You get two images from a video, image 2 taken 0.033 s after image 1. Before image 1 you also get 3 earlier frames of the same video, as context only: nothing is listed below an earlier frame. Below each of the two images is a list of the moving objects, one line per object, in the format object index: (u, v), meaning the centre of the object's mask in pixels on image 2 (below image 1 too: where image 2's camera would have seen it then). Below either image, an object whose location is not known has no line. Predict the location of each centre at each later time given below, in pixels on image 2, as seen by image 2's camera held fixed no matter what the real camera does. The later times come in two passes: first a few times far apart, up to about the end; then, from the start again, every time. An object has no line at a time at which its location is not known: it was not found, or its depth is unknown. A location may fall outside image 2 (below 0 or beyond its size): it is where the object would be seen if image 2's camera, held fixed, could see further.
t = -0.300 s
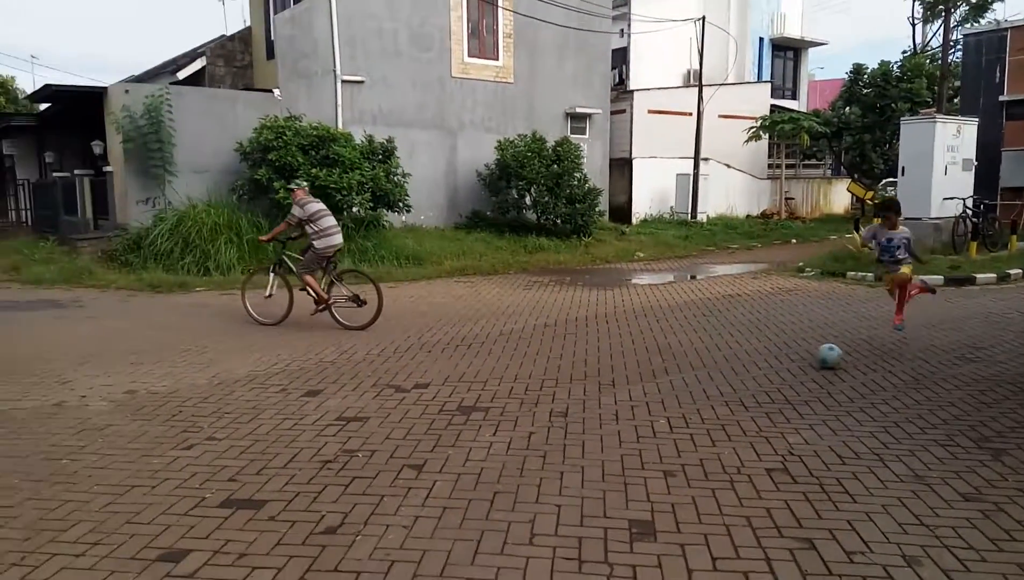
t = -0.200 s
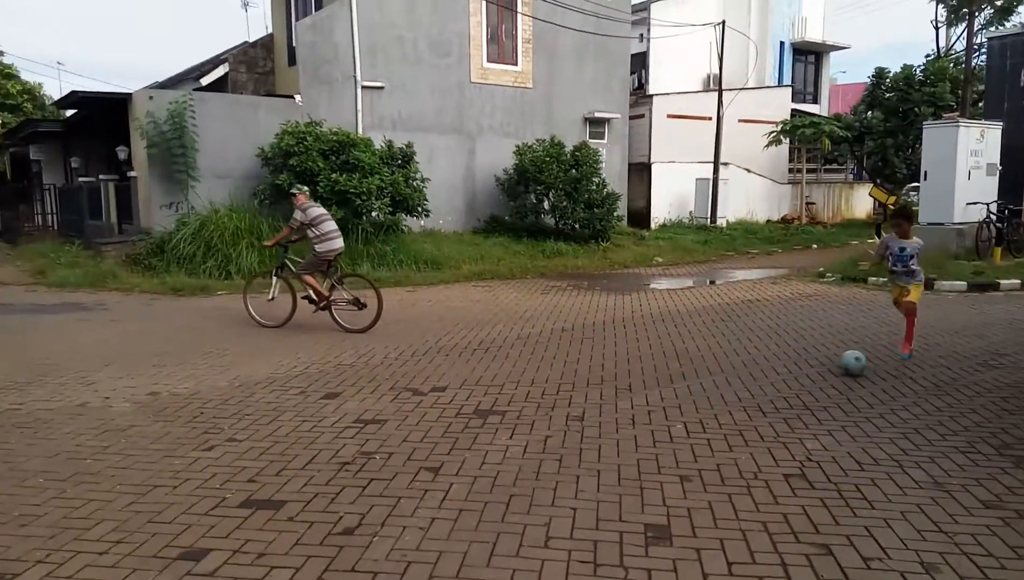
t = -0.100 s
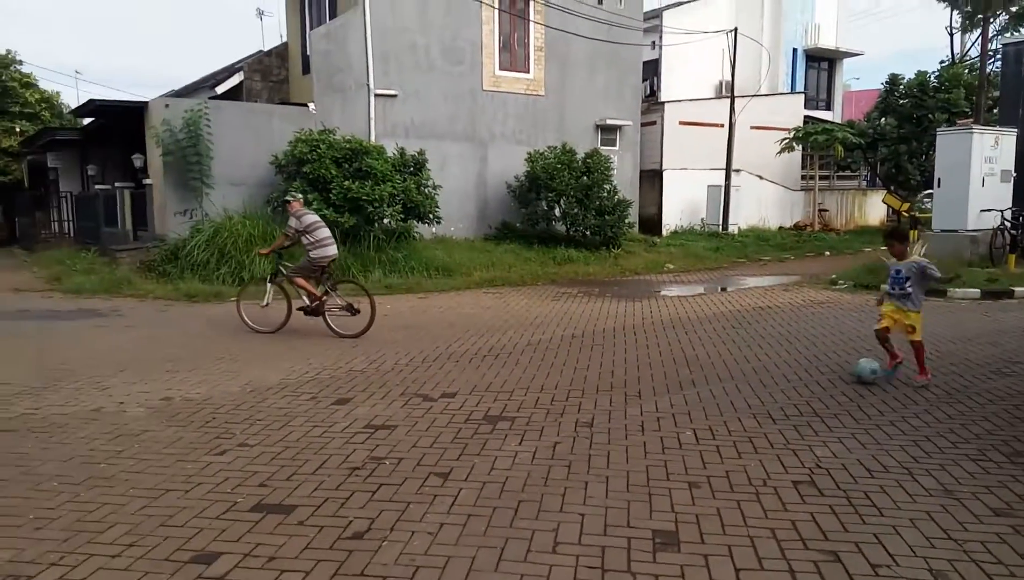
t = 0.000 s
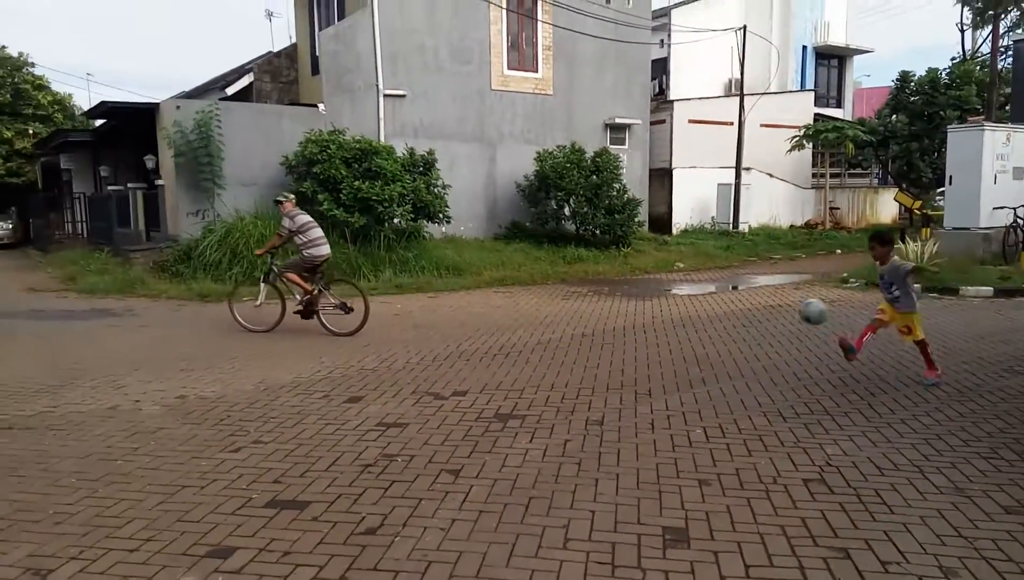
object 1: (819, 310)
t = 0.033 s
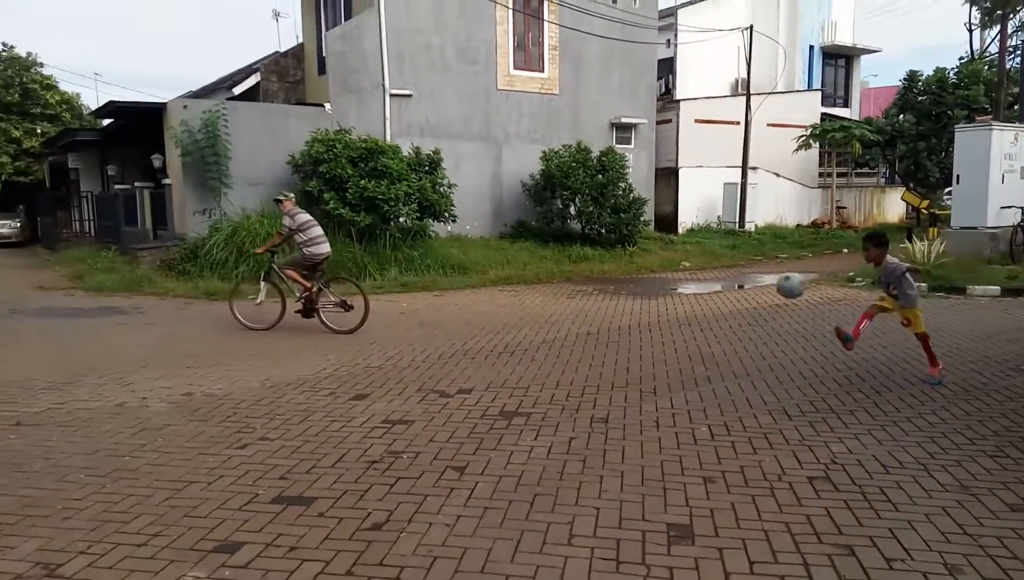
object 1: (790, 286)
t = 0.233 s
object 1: (613, 139)
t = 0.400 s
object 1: (452, 35)
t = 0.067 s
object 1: (763, 260)
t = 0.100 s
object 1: (733, 234)
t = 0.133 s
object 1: (704, 211)
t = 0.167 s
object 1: (675, 186)
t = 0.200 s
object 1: (644, 163)
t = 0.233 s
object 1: (613, 139)
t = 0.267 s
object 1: (582, 116)
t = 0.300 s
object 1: (551, 94)
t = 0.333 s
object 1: (519, 73)
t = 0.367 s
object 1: (486, 54)
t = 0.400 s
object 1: (452, 35)
